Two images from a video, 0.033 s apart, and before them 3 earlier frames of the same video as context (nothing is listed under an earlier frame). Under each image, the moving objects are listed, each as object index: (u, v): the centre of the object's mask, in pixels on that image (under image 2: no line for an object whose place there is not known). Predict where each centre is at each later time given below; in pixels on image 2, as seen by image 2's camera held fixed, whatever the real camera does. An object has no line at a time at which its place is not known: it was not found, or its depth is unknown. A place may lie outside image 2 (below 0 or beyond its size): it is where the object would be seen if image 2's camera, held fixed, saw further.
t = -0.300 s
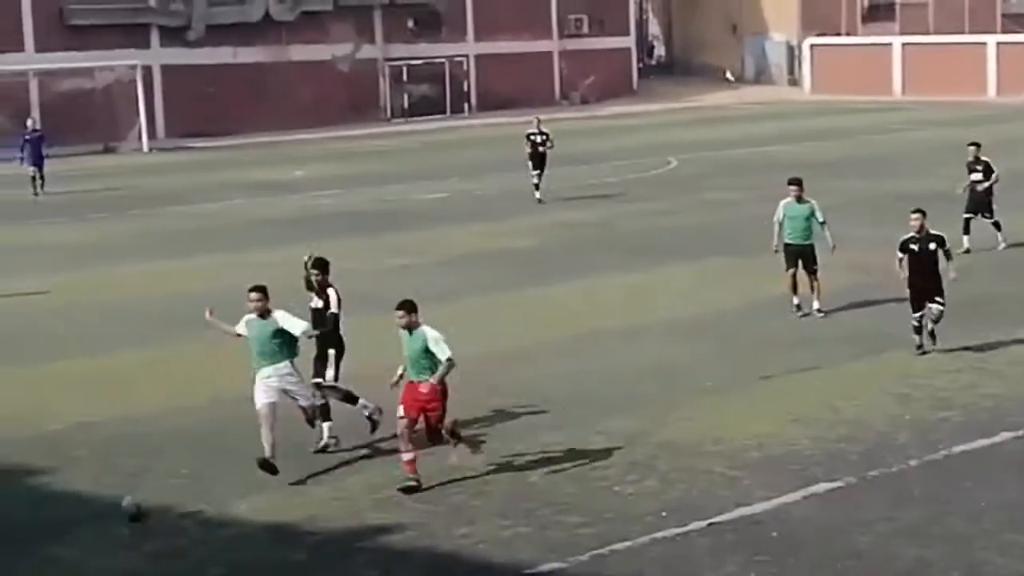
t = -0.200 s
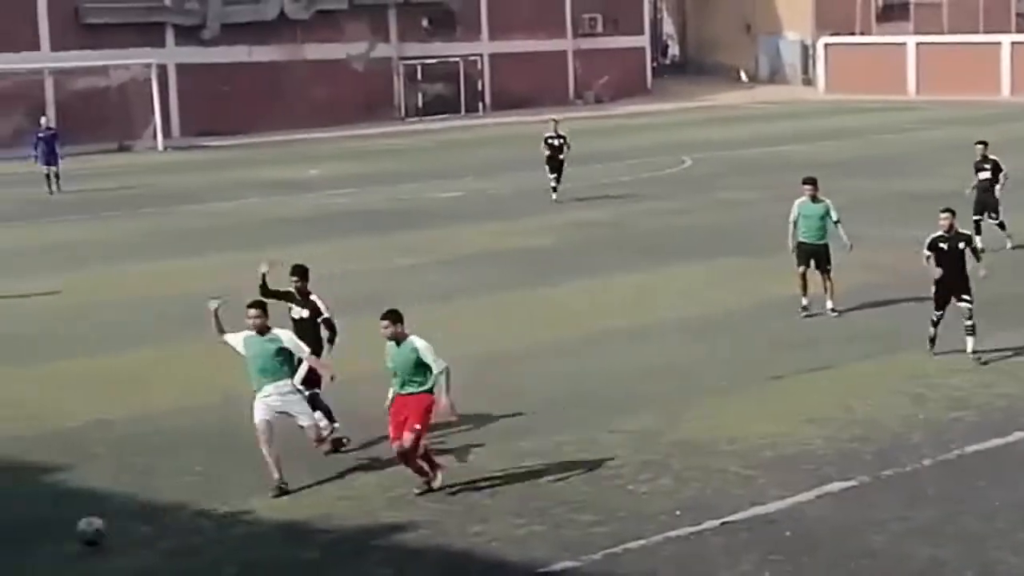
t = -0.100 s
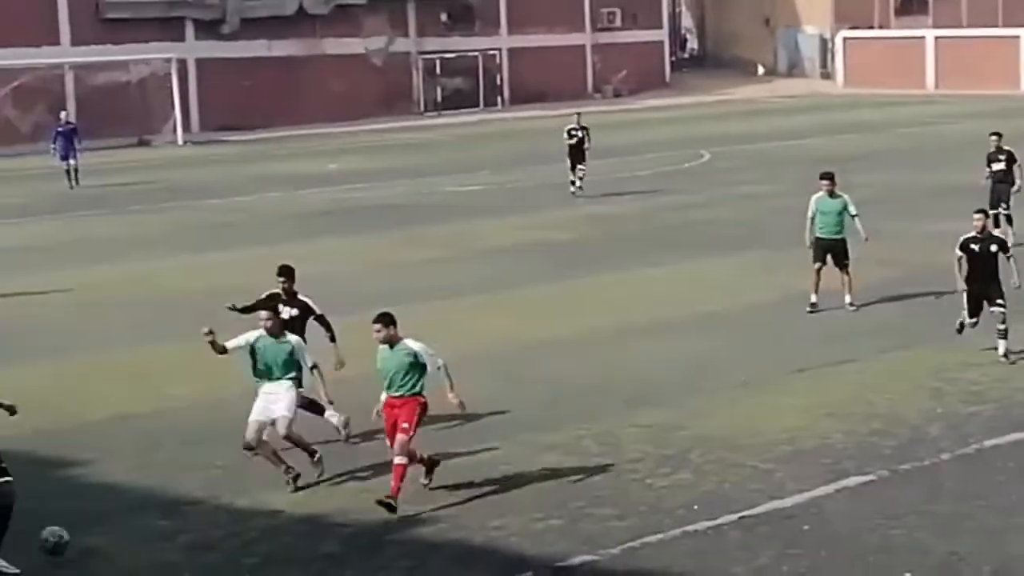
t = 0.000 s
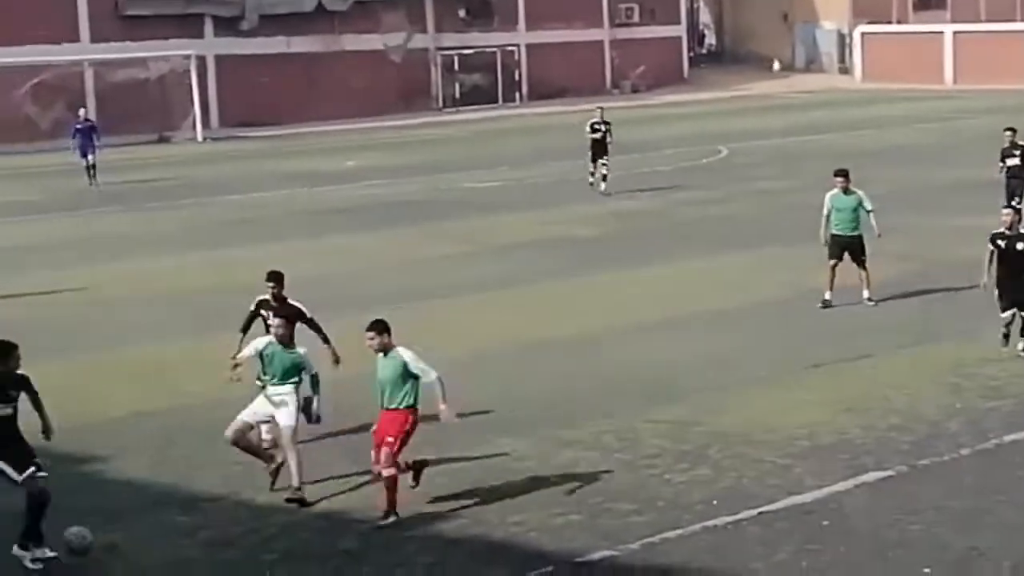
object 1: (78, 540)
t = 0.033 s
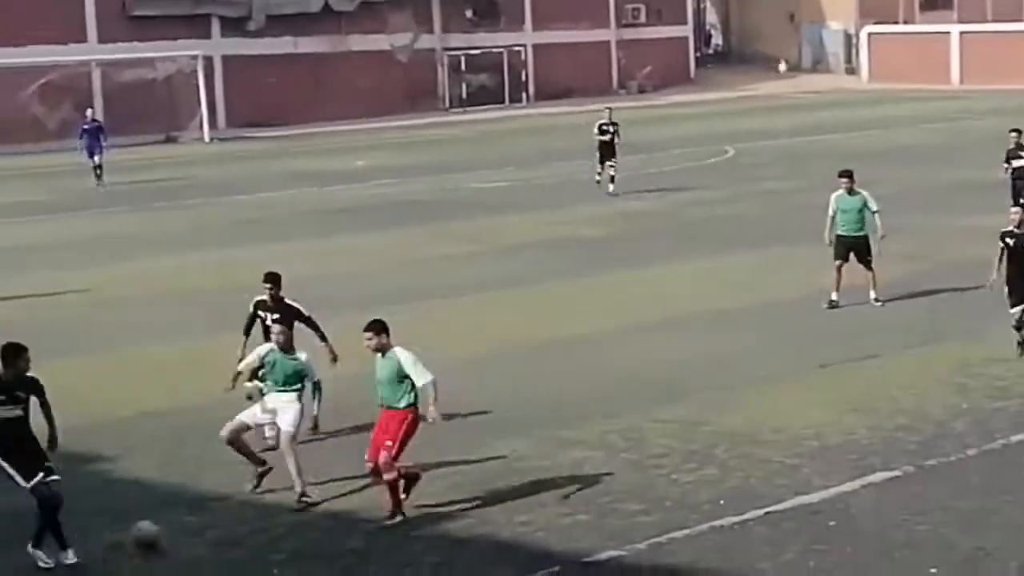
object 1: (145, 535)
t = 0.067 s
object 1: (204, 532)
